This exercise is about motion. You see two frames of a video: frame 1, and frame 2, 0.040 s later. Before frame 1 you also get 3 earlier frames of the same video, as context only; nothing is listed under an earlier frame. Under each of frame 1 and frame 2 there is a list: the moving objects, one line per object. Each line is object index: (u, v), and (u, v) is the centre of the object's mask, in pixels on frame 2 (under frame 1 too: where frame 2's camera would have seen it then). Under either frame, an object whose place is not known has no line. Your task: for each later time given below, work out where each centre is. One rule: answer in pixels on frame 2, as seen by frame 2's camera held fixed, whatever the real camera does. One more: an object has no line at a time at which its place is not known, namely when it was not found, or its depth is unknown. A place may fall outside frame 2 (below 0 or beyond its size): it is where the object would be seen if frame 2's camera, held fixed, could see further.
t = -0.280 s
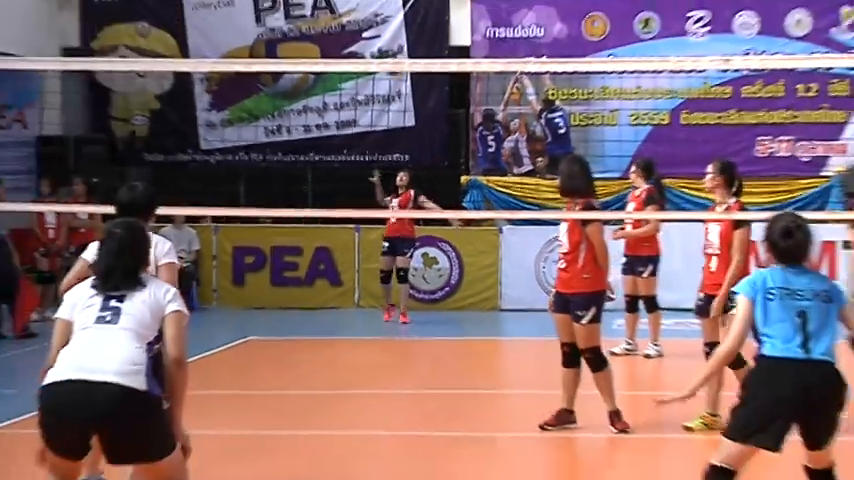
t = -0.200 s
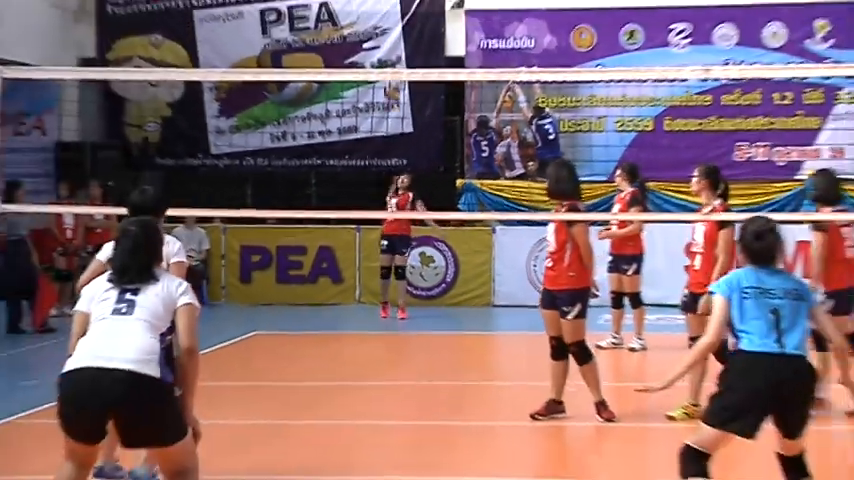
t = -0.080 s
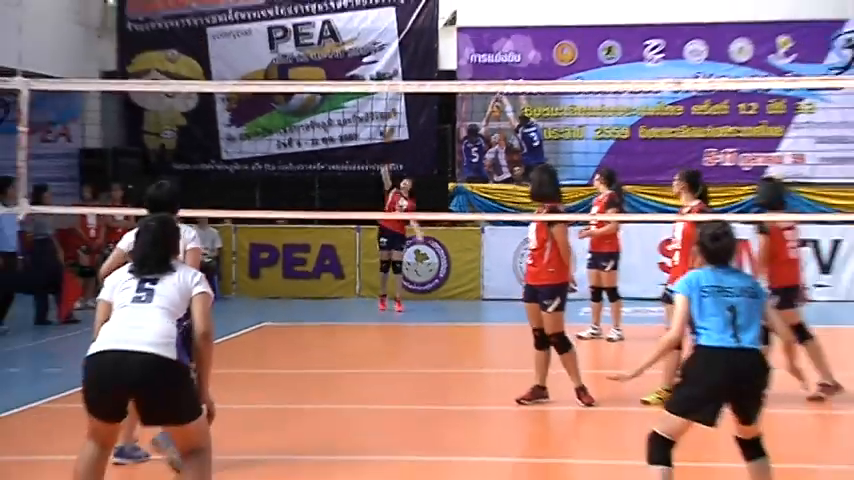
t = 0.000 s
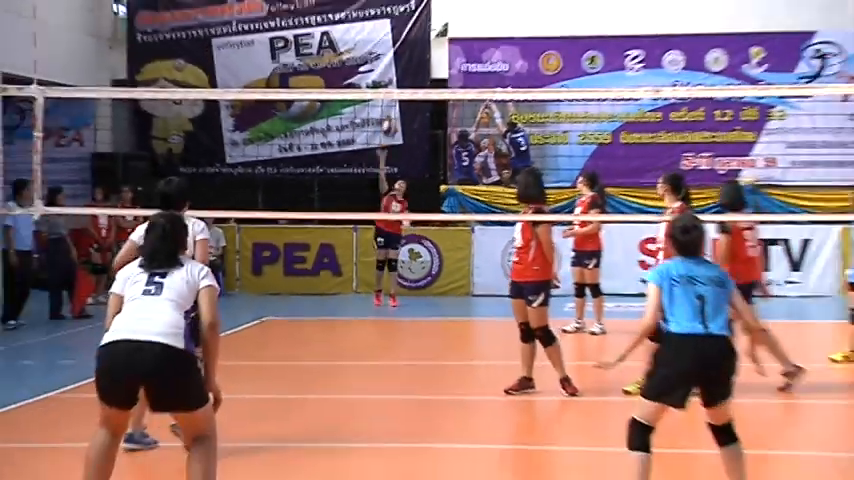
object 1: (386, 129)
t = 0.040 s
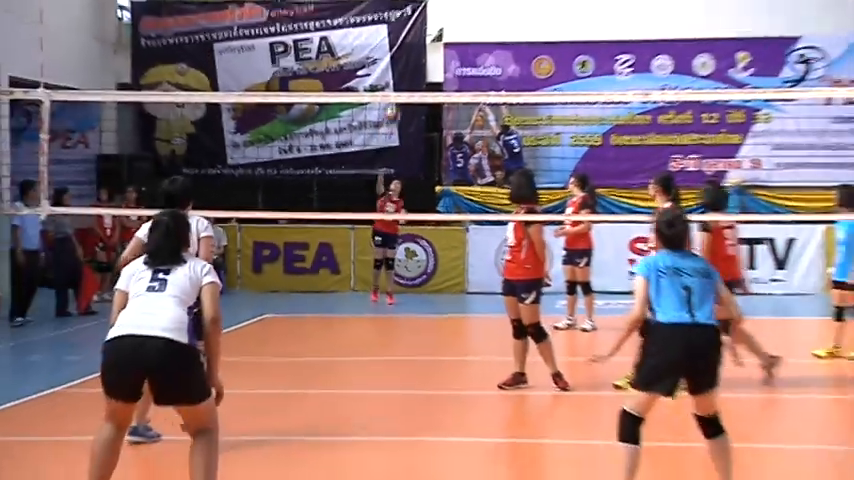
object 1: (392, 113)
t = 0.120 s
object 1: (405, 83)
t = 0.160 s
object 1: (412, 72)
